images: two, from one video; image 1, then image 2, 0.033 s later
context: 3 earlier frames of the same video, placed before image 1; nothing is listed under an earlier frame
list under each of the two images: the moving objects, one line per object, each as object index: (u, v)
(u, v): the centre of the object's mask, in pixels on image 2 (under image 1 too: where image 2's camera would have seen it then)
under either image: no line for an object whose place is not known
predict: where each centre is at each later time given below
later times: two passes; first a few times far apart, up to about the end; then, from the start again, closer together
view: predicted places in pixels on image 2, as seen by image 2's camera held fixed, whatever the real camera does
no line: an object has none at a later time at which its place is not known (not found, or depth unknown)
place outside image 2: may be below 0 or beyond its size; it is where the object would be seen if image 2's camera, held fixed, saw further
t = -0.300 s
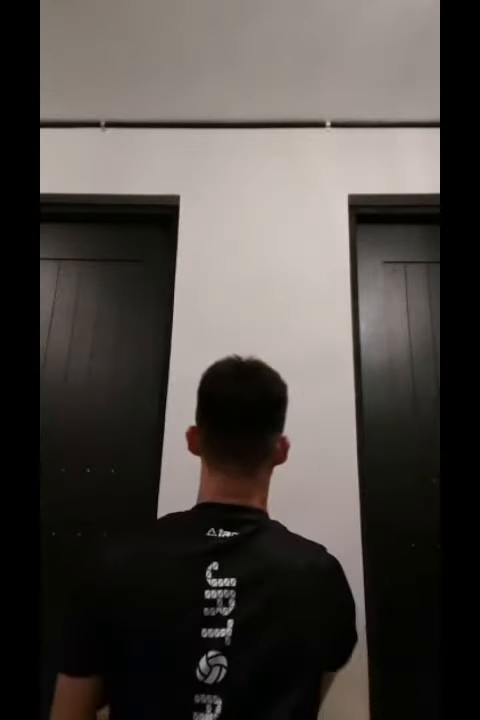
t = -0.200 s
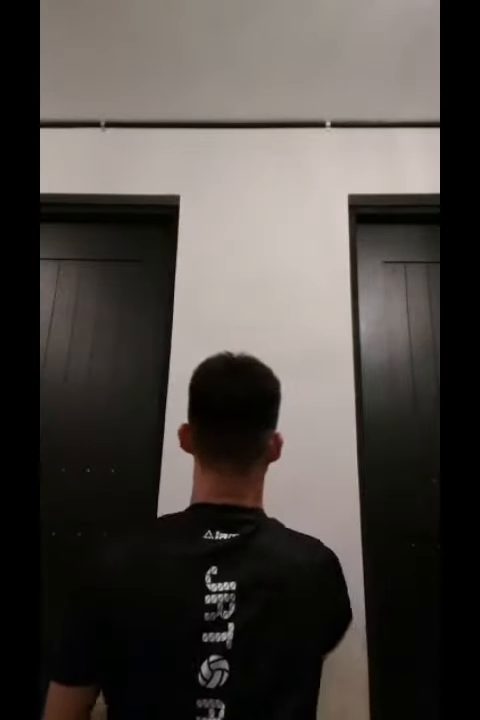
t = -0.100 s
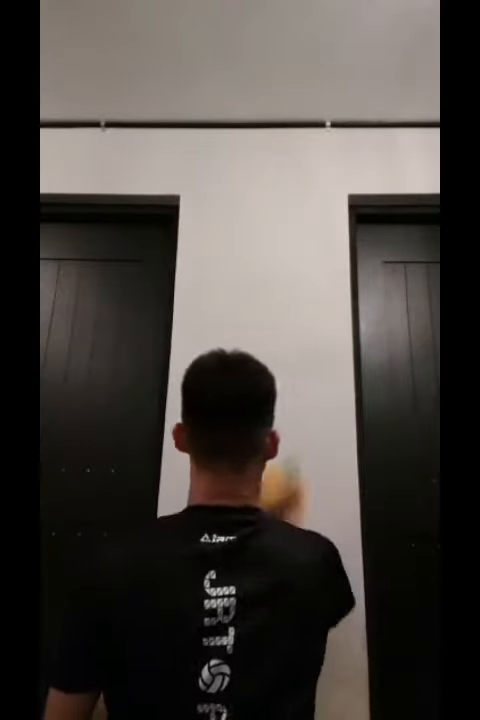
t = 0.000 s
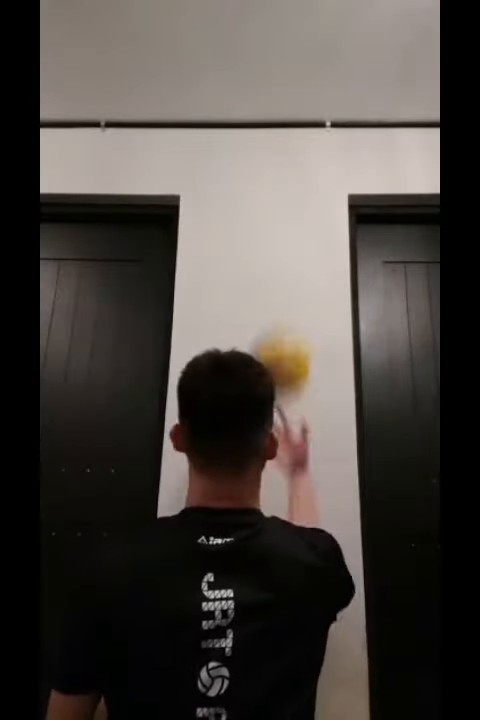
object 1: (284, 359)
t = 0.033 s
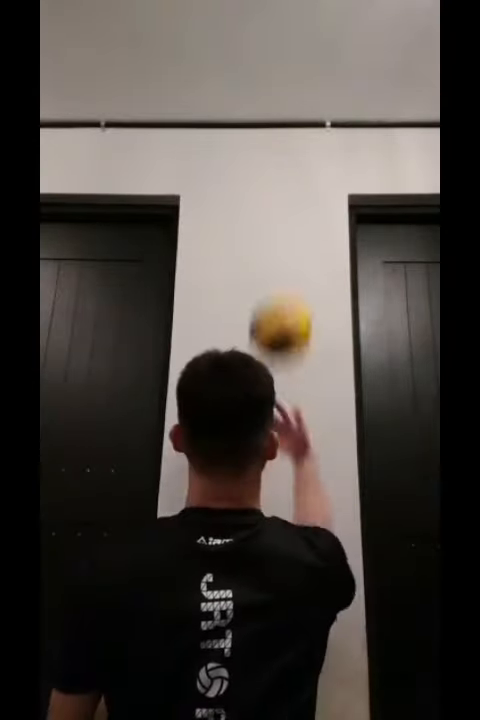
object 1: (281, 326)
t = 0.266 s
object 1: (296, 164)
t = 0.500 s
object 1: (312, 134)
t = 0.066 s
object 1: (283, 295)
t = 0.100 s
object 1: (285, 264)
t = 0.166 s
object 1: (289, 215)
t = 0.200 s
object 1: (291, 196)
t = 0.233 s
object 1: (293, 179)
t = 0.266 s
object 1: (296, 164)
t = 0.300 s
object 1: (298, 150)
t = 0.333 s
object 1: (300, 143)
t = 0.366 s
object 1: (302, 135)
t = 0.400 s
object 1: (305, 132)
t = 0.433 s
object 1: (308, 130)
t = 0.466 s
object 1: (310, 131)
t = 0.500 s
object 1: (312, 134)
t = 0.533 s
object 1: (315, 142)
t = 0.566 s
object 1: (319, 152)
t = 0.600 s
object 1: (321, 166)
